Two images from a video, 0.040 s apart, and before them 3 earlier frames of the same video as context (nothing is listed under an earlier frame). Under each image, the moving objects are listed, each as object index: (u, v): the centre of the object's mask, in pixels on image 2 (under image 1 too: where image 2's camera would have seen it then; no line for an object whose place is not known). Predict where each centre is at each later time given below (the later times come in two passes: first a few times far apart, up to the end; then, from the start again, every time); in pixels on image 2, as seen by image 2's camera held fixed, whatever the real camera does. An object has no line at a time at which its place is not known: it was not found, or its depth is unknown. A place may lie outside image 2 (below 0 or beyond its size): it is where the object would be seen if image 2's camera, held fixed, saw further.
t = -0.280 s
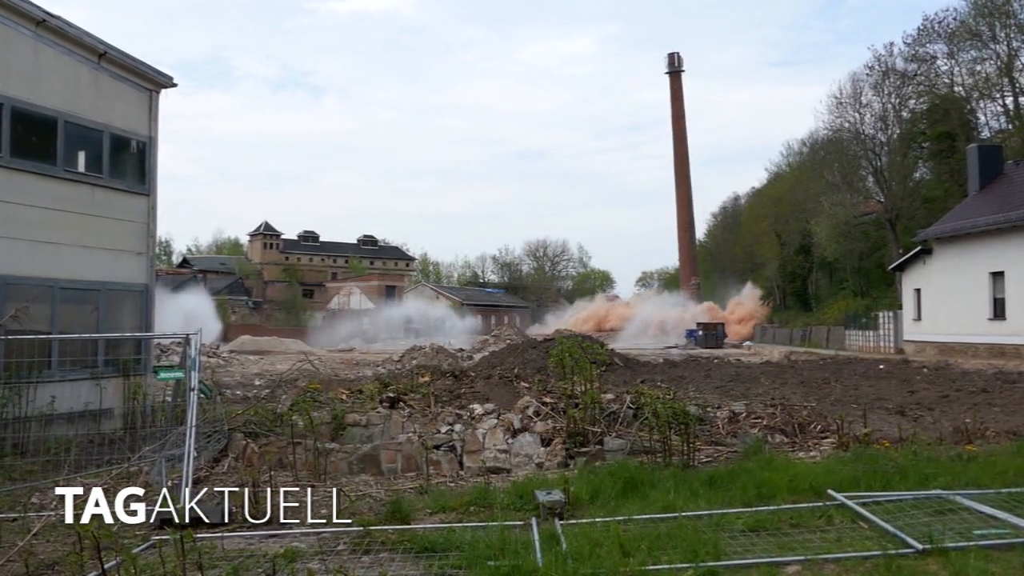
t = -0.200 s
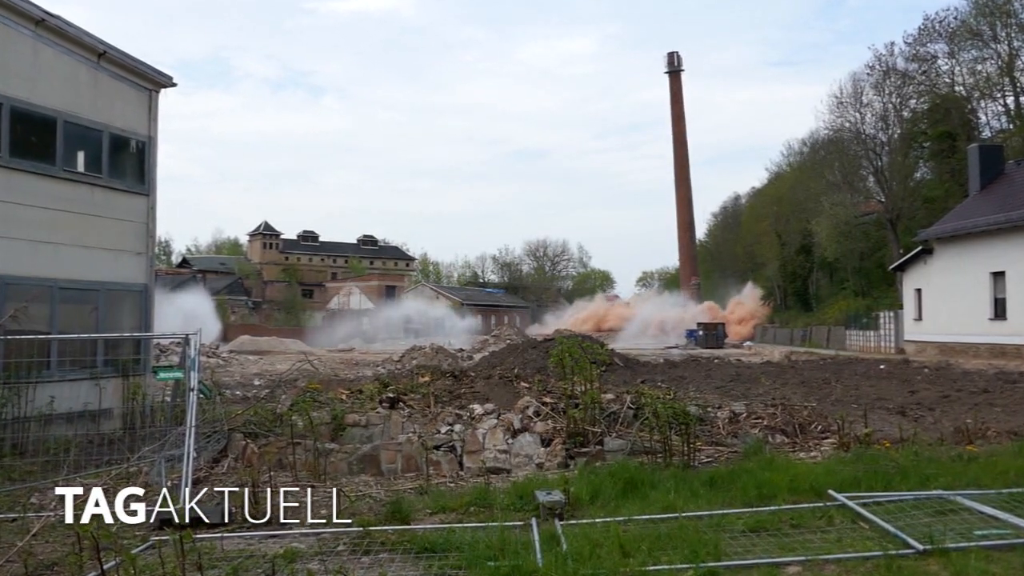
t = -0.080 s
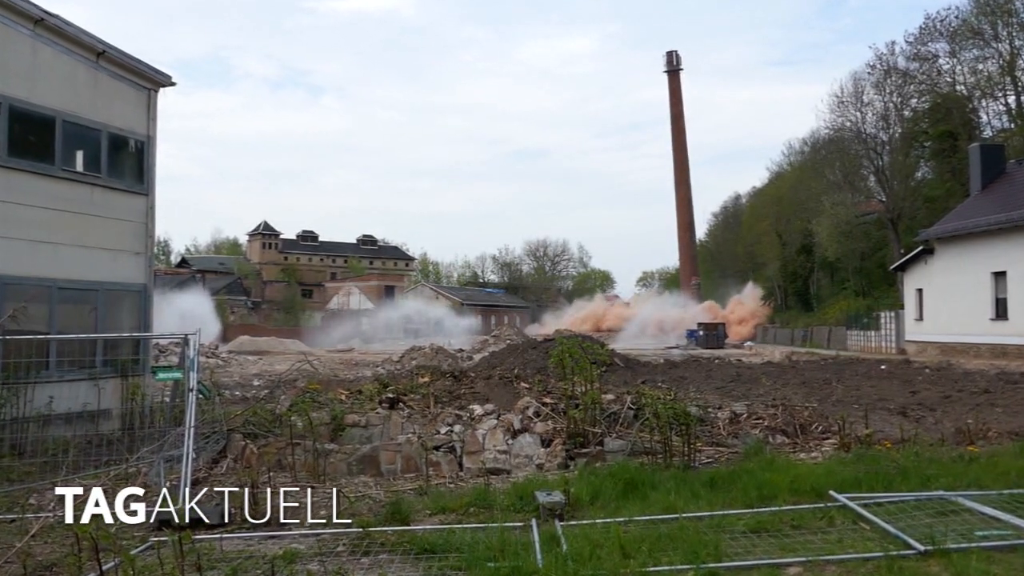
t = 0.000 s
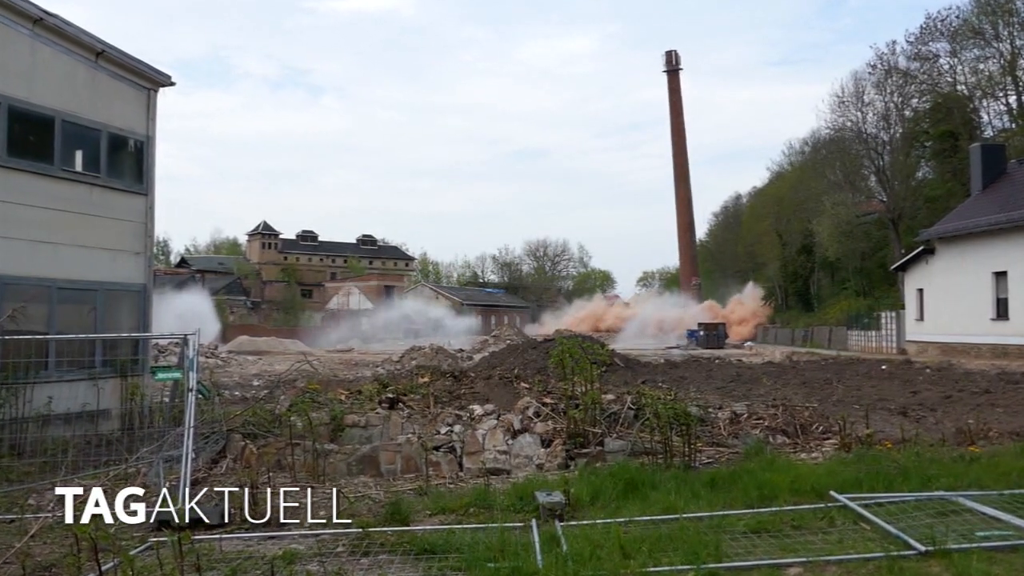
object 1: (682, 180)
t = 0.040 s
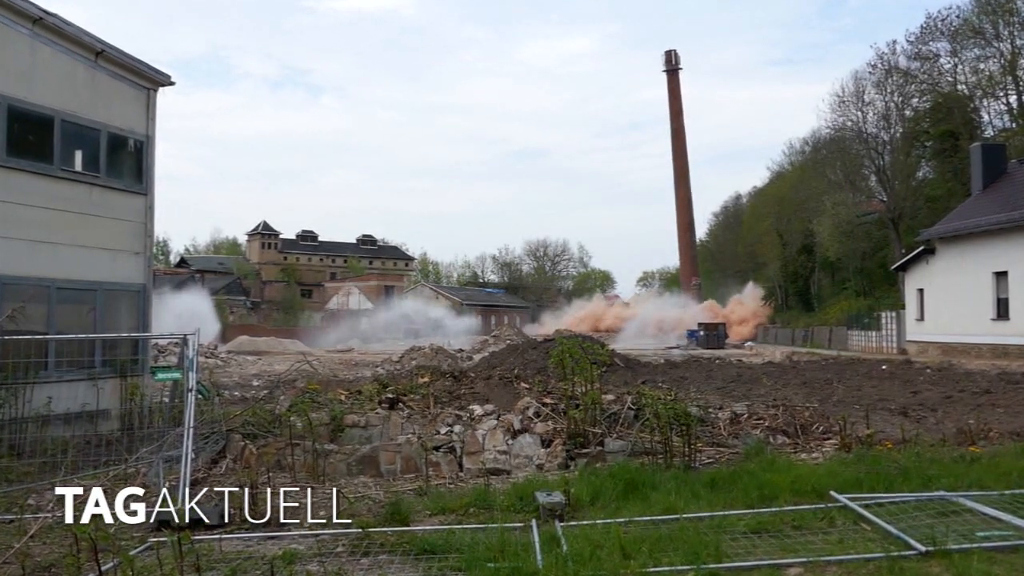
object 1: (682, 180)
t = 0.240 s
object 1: (680, 179)
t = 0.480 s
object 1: (679, 179)
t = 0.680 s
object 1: (677, 179)
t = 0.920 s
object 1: (674, 180)
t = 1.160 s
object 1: (671, 182)
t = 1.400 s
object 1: (667, 185)
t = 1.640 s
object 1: (662, 188)
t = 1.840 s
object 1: (658, 194)
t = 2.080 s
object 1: (652, 204)
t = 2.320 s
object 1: (643, 213)
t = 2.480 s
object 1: (636, 217)
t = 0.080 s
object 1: (681, 180)
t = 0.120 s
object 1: (681, 180)
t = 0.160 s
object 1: (681, 179)
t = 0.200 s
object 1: (681, 179)
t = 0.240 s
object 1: (680, 179)
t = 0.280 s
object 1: (680, 179)
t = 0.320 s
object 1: (680, 179)
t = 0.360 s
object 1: (679, 179)
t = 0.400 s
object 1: (679, 179)
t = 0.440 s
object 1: (679, 179)
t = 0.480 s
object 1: (679, 179)
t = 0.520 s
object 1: (678, 179)
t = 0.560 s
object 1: (678, 179)
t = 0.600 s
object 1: (677, 179)
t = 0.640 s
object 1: (677, 179)
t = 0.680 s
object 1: (677, 179)
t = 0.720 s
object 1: (676, 179)
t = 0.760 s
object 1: (676, 179)
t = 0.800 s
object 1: (676, 179)
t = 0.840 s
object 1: (675, 179)
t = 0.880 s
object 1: (675, 179)
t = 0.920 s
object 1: (674, 180)
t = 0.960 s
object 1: (674, 180)
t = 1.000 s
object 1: (673, 181)
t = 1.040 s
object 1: (673, 181)
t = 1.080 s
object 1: (672, 182)
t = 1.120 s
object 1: (672, 182)
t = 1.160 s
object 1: (671, 182)
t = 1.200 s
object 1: (671, 183)
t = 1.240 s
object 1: (670, 183)
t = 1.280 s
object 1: (669, 184)
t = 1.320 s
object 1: (669, 184)
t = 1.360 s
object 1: (668, 185)
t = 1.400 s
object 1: (667, 185)
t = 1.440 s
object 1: (667, 186)
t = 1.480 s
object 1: (666, 187)
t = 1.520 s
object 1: (665, 187)
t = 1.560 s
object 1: (664, 188)
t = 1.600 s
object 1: (663, 188)
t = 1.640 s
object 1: (662, 188)
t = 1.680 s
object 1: (662, 190)
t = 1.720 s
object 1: (661, 190)
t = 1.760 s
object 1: (660, 191)
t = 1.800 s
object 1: (659, 192)
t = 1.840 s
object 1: (658, 194)
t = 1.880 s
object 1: (657, 195)
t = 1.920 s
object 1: (656, 197)
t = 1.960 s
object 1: (655, 199)
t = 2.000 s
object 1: (654, 200)
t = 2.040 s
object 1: (653, 202)
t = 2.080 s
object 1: (652, 204)
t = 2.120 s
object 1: (651, 205)
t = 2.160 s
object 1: (649, 208)
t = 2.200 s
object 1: (648, 208)
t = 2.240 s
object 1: (646, 209)
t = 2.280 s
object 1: (645, 212)
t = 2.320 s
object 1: (643, 213)
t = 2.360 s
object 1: (641, 214)
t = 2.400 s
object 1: (639, 212)
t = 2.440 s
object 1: (637, 215)
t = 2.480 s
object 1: (636, 217)
